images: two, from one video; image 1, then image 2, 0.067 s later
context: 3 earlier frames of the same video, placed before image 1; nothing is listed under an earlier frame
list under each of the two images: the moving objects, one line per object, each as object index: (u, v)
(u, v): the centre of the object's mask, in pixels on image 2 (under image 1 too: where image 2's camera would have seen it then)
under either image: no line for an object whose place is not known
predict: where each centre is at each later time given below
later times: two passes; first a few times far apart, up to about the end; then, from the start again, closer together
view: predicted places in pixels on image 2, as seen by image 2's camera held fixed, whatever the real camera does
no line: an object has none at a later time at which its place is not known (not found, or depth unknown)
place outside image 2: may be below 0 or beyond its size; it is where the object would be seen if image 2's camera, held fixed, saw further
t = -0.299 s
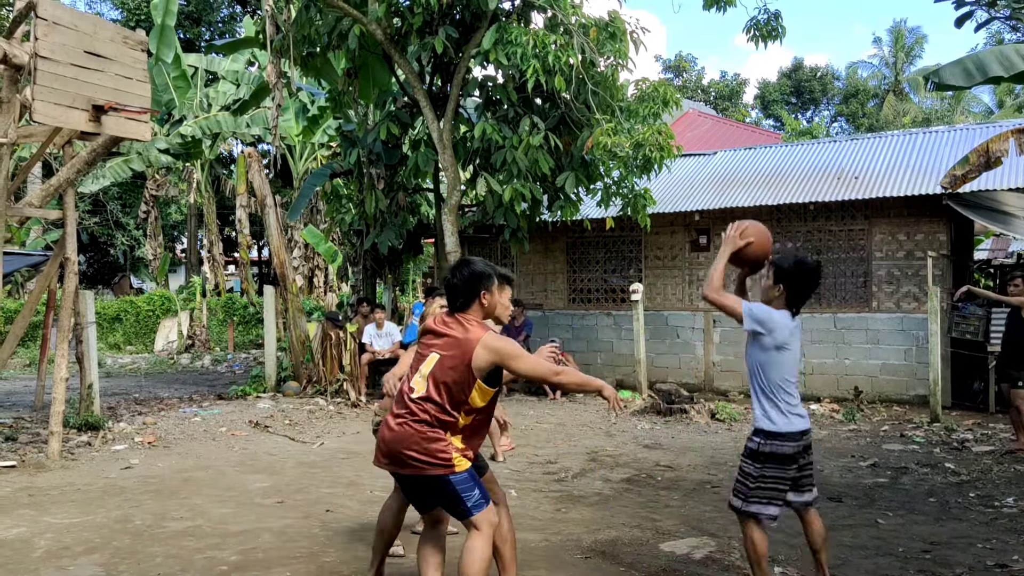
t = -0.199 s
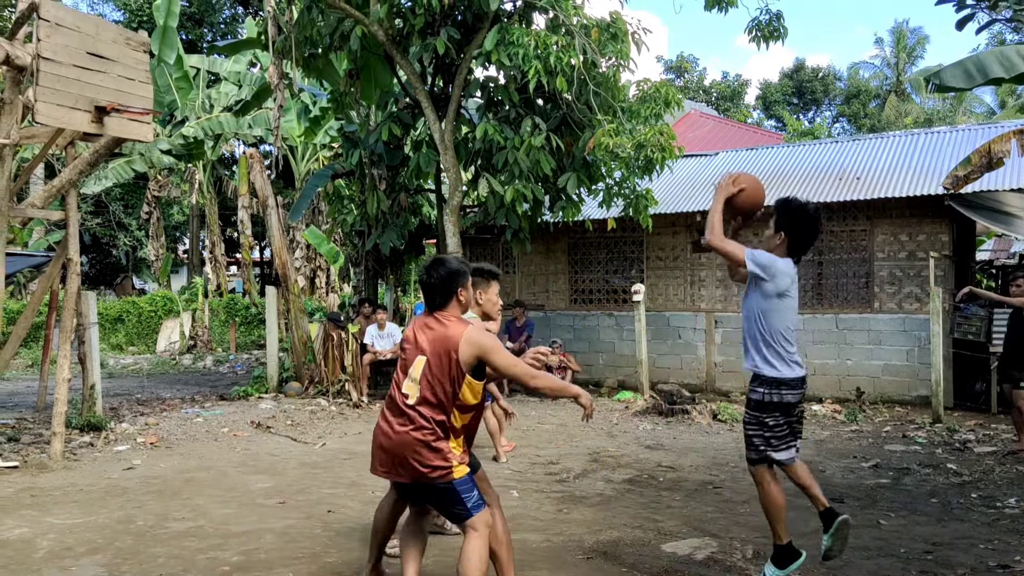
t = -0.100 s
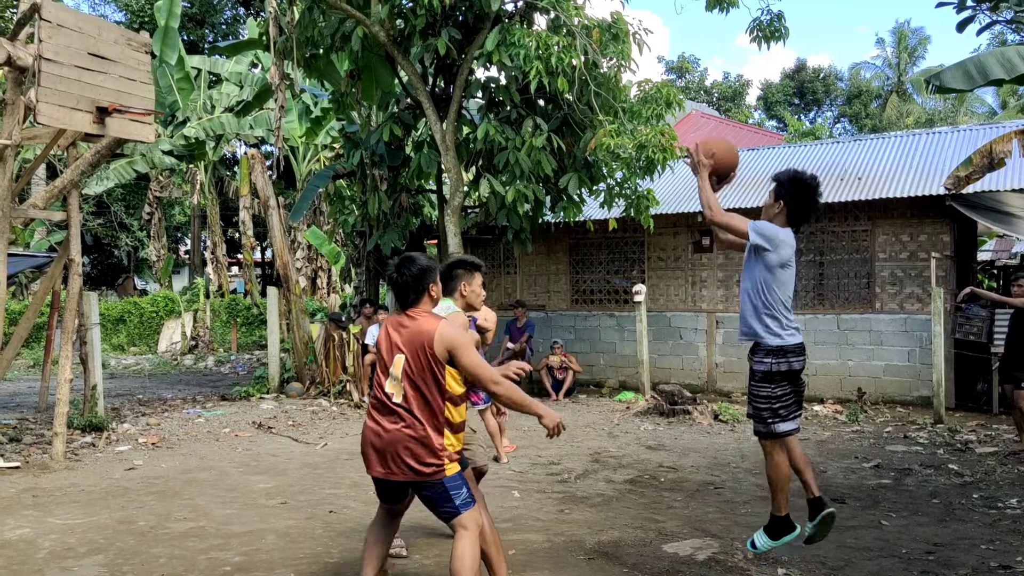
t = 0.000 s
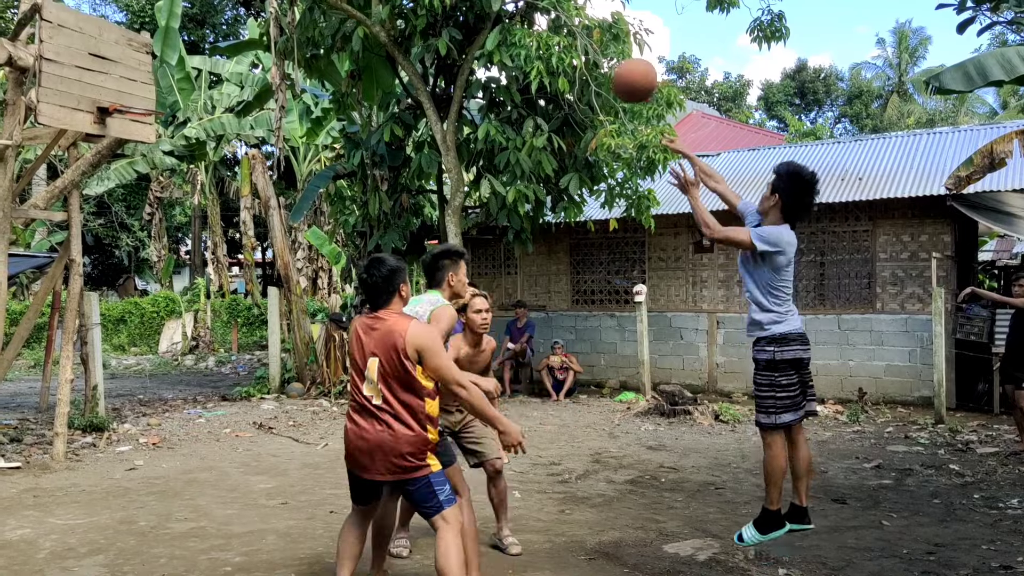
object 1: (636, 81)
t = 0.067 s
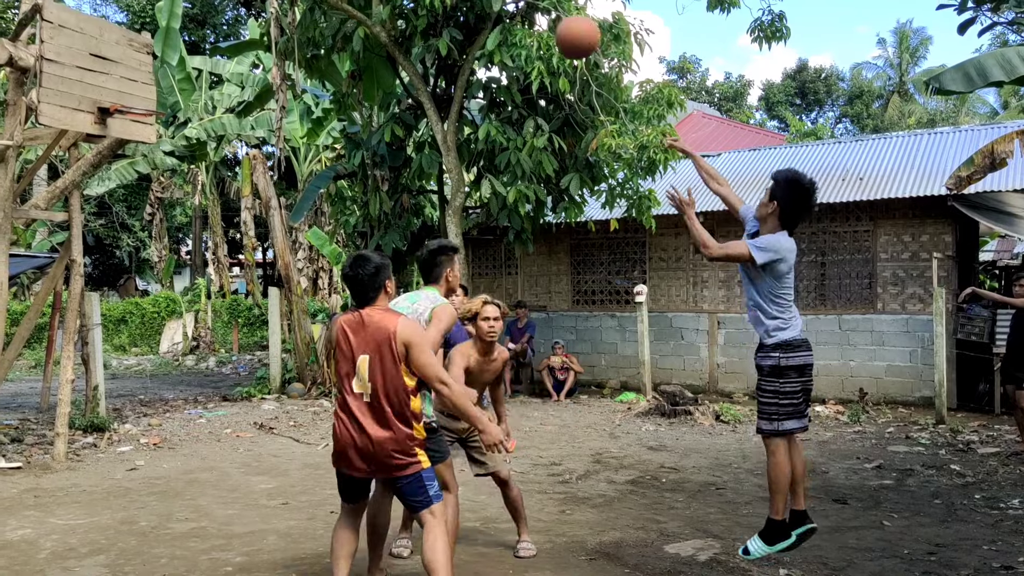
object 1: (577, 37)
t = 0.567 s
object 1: (251, 1)
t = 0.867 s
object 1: (129, 125)
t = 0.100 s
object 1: (550, 20)
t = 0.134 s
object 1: (523, 12)
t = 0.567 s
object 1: (251, 1)
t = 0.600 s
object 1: (234, 5)
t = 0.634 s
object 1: (217, 13)
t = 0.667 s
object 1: (202, 26)
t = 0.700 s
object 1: (187, 39)
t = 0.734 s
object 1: (172, 54)
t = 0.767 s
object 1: (157, 71)
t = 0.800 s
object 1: (144, 88)
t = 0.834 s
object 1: (131, 107)
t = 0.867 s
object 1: (129, 125)
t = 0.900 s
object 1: (133, 145)
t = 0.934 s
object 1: (138, 167)
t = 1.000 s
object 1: (147, 212)
